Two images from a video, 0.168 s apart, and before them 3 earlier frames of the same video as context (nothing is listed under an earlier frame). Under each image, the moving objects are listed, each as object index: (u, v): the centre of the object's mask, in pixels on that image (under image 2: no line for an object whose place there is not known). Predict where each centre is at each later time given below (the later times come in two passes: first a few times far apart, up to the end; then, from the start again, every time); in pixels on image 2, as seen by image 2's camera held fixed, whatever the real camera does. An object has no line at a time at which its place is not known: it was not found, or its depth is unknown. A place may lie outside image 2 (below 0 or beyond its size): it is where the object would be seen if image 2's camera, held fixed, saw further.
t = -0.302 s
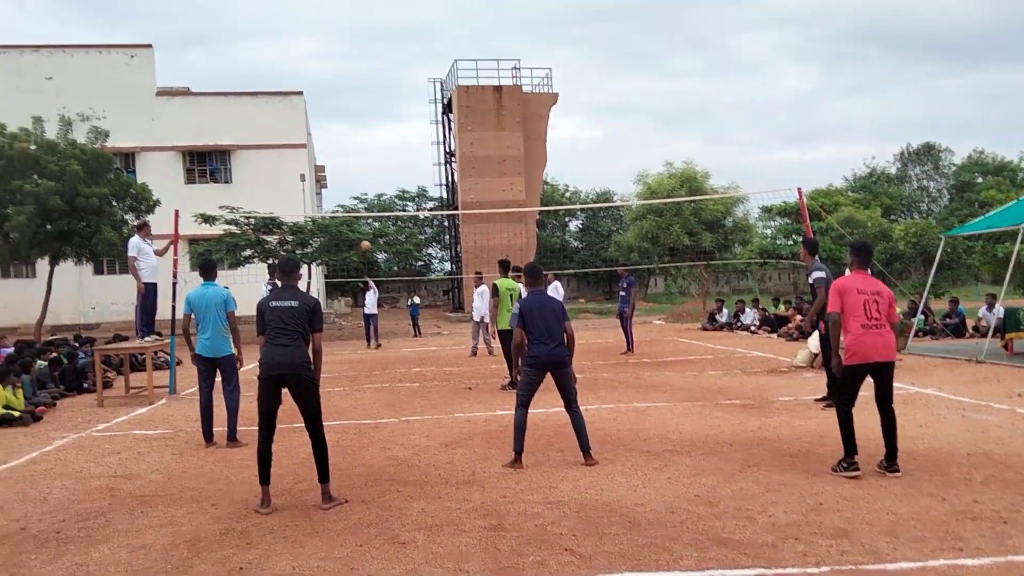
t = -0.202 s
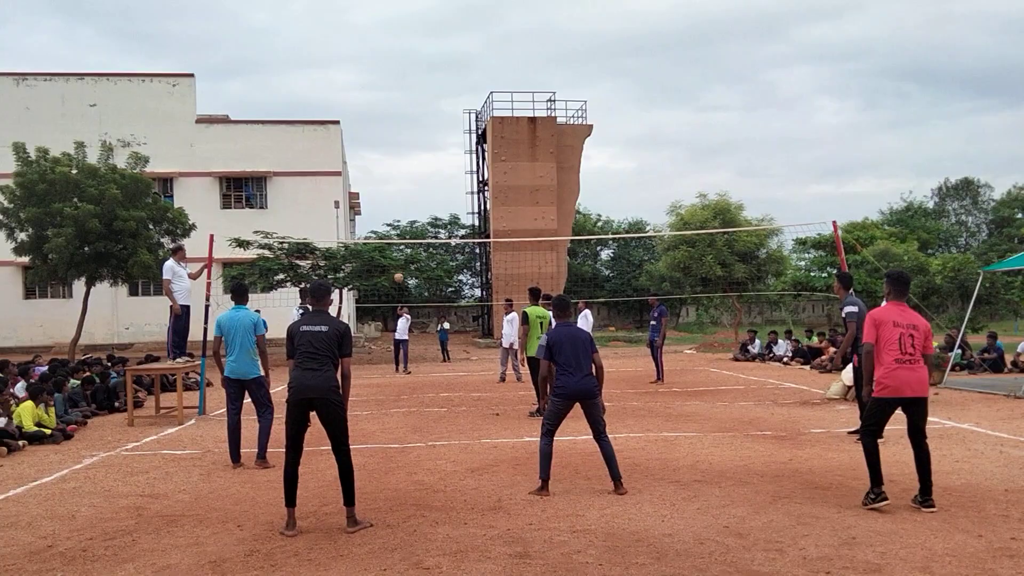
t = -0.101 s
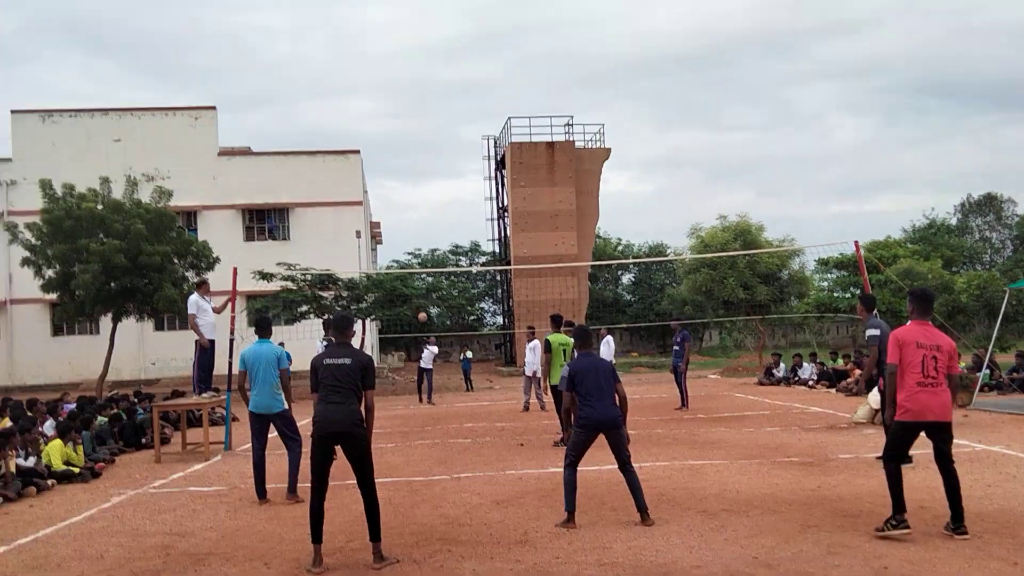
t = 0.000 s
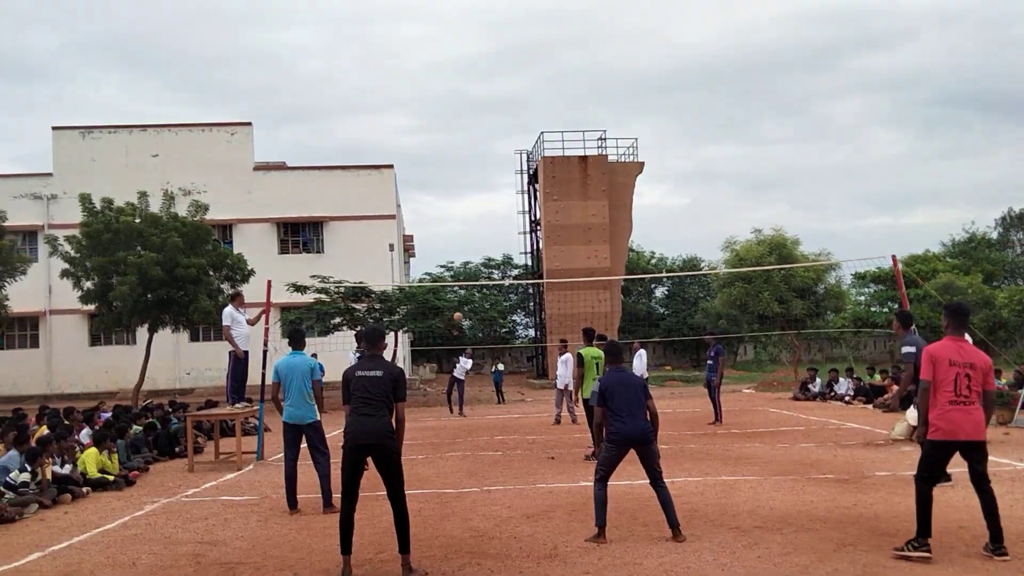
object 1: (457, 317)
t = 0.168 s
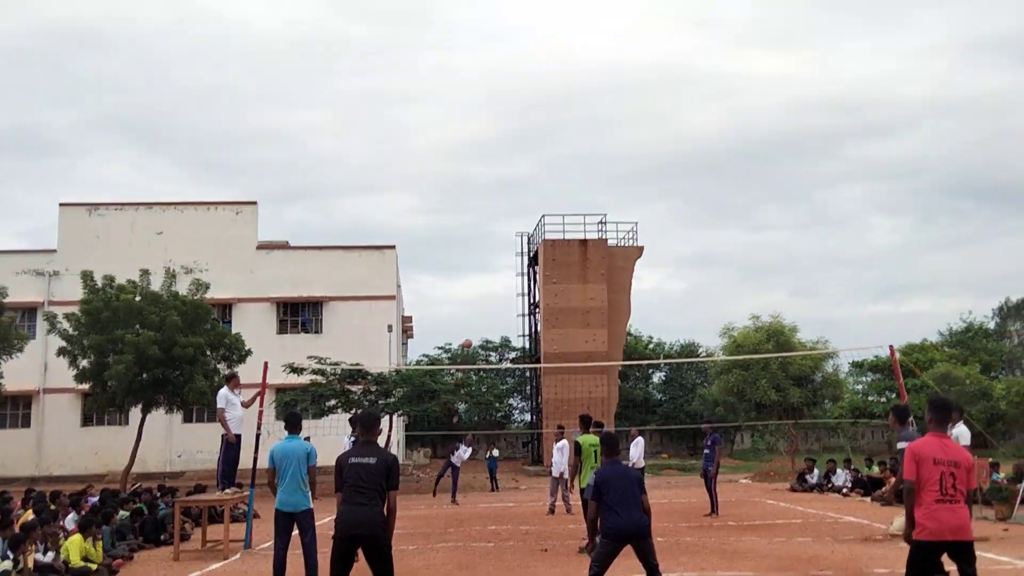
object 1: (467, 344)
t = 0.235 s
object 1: (475, 322)
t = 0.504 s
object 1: (511, 252)
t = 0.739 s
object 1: (555, 211)
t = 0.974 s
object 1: (614, 194)
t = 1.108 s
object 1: (663, 201)
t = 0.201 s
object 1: (471, 333)
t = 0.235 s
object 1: (475, 322)
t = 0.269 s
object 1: (479, 312)
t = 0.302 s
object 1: (483, 303)
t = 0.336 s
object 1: (487, 294)
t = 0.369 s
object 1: (491, 285)
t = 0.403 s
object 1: (496, 276)
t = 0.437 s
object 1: (501, 268)
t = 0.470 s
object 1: (506, 260)
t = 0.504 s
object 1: (511, 252)
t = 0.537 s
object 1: (516, 245)
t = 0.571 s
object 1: (522, 239)
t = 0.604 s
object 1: (528, 232)
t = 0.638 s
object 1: (534, 226)
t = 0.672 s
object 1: (541, 221)
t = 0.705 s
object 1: (548, 216)
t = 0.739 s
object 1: (555, 211)
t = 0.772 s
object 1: (563, 207)
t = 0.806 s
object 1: (571, 203)
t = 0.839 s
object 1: (579, 200)
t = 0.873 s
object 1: (588, 198)
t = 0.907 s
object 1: (597, 197)
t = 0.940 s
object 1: (605, 196)
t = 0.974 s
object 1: (614, 194)
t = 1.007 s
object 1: (625, 194)
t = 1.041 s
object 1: (637, 196)
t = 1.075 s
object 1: (649, 198)
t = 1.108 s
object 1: (663, 201)
